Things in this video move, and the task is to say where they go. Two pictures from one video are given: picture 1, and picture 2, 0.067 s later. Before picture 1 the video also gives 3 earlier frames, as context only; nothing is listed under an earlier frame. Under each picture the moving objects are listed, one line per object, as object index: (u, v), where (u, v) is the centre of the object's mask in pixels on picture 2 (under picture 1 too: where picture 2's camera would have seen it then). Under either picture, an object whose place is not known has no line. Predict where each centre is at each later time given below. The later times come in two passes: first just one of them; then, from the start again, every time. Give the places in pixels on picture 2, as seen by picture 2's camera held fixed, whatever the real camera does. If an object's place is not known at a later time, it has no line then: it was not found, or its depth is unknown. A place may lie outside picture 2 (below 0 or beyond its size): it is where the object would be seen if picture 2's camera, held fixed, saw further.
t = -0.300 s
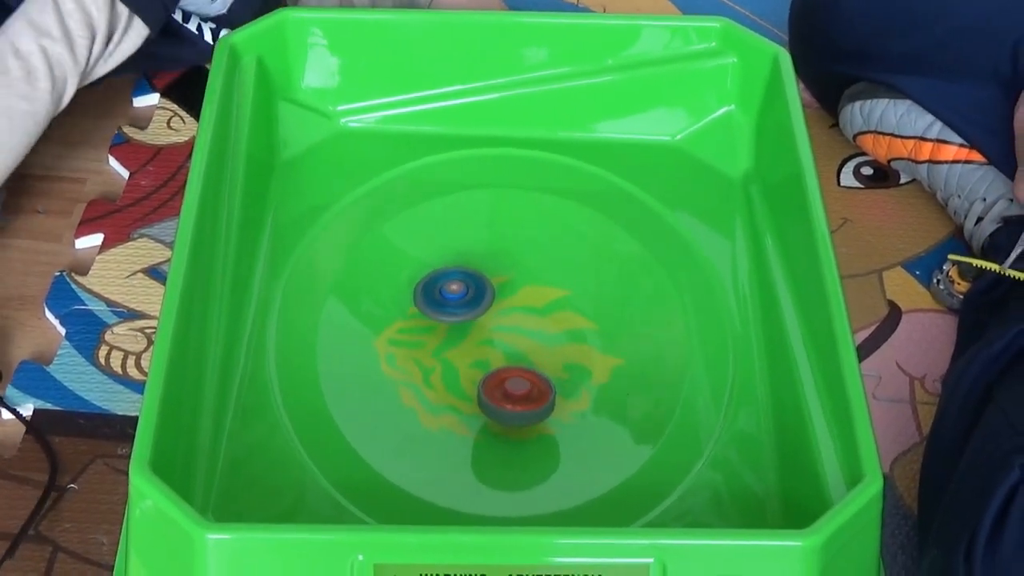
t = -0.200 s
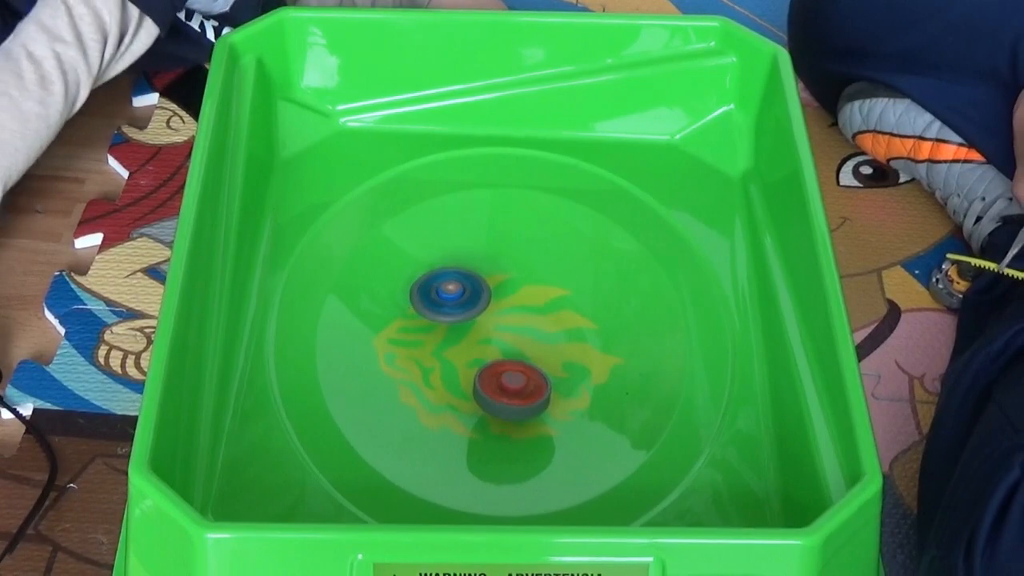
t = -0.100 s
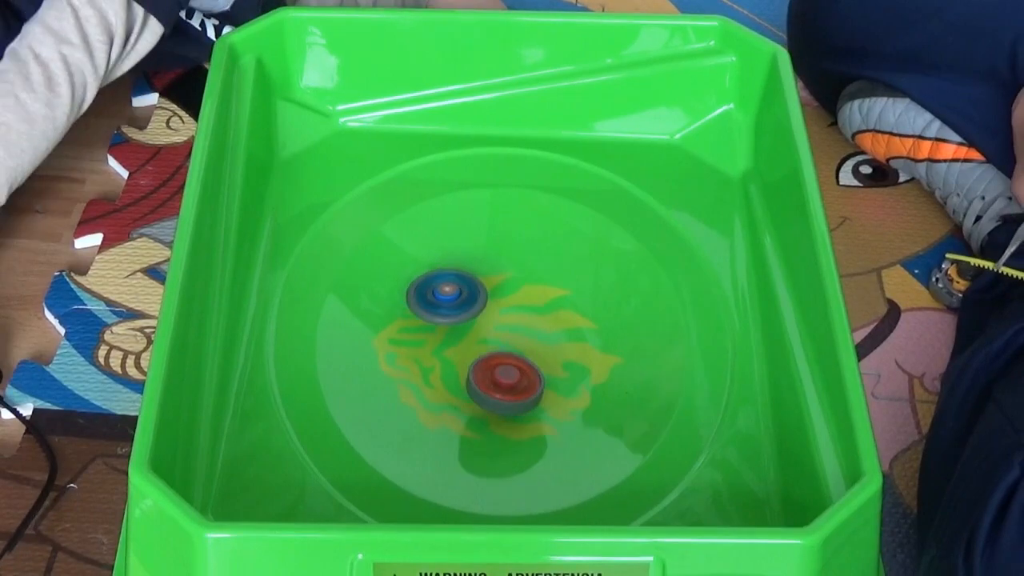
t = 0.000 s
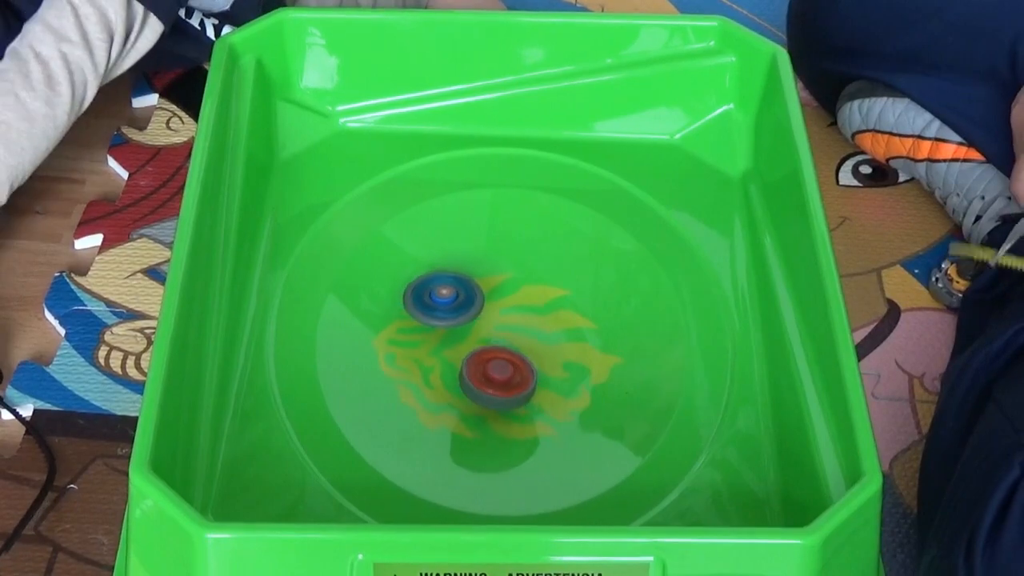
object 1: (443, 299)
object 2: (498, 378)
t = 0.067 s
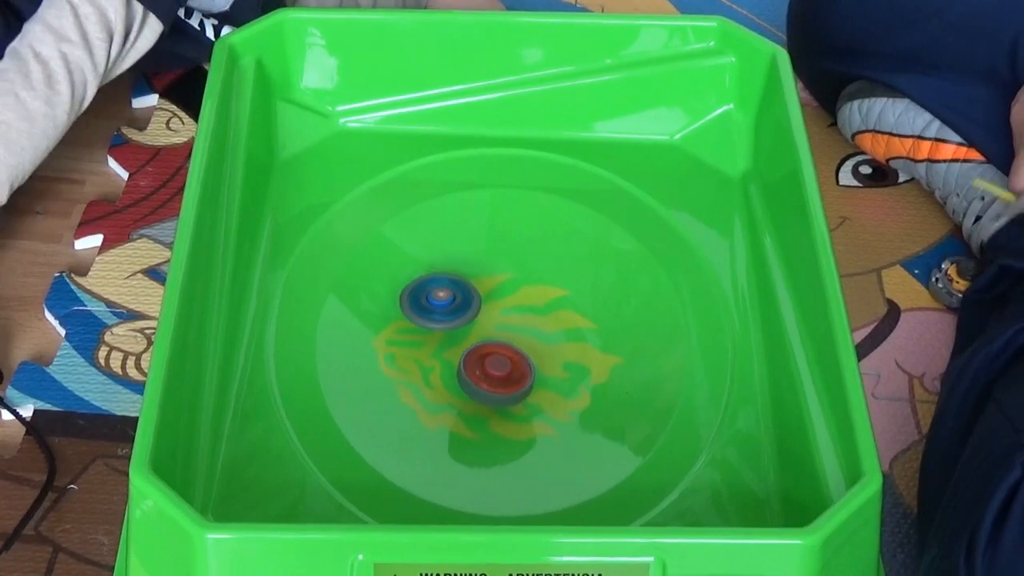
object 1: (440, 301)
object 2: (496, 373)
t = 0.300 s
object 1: (430, 311)
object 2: (494, 360)
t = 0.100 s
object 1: (438, 302)
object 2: (494, 372)
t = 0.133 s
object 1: (437, 304)
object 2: (494, 370)
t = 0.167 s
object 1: (435, 305)
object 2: (493, 367)
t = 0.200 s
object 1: (434, 307)
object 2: (492, 365)
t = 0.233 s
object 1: (432, 308)
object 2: (493, 364)
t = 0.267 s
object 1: (431, 309)
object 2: (494, 361)
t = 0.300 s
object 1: (430, 311)
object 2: (494, 360)
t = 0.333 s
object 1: (429, 312)
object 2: (496, 360)
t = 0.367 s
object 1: (428, 313)
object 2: (498, 357)
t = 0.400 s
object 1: (428, 314)
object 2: (498, 356)
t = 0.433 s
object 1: (427, 315)
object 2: (500, 356)
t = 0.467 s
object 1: (427, 316)
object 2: (503, 355)
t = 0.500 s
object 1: (427, 317)
